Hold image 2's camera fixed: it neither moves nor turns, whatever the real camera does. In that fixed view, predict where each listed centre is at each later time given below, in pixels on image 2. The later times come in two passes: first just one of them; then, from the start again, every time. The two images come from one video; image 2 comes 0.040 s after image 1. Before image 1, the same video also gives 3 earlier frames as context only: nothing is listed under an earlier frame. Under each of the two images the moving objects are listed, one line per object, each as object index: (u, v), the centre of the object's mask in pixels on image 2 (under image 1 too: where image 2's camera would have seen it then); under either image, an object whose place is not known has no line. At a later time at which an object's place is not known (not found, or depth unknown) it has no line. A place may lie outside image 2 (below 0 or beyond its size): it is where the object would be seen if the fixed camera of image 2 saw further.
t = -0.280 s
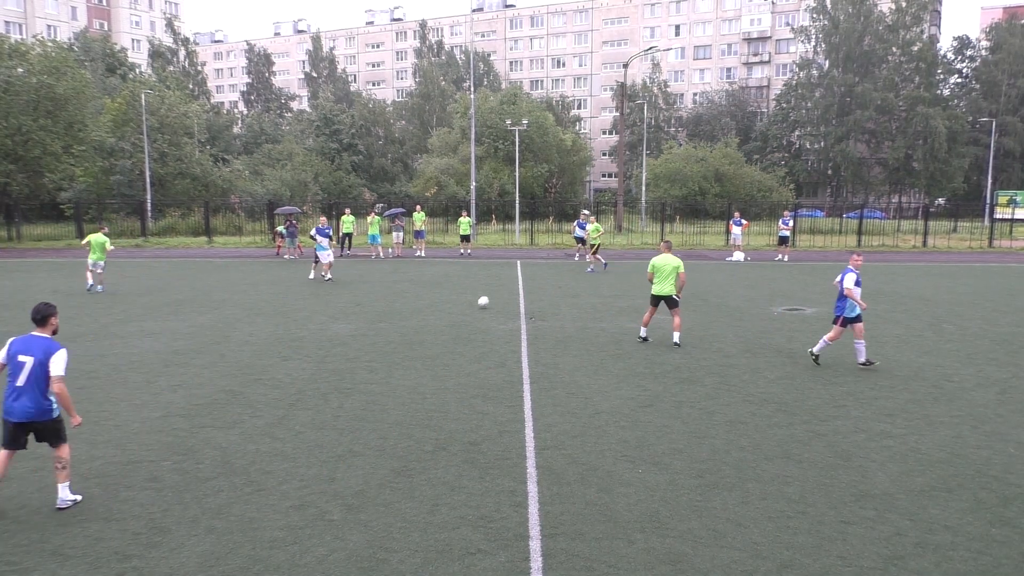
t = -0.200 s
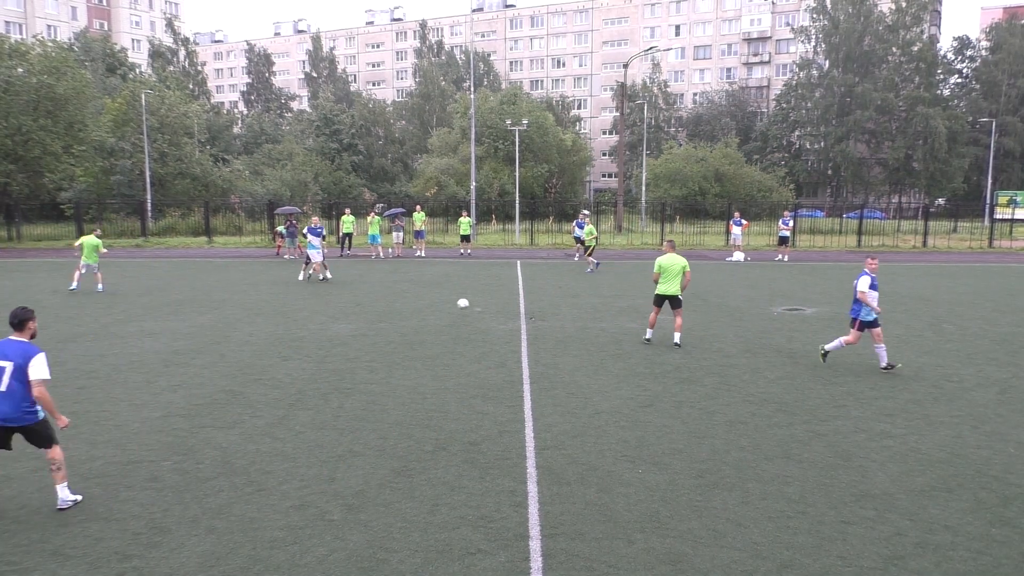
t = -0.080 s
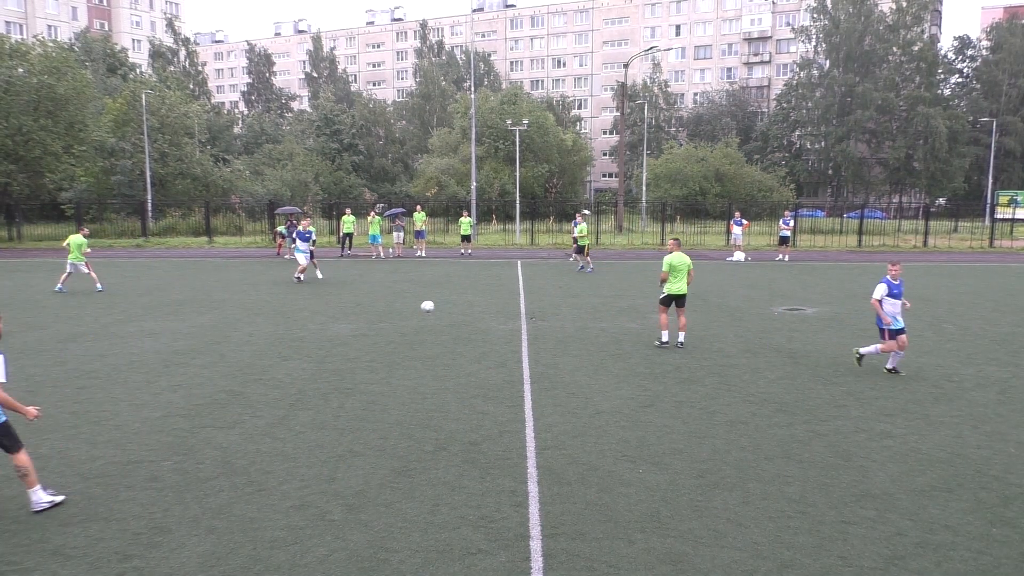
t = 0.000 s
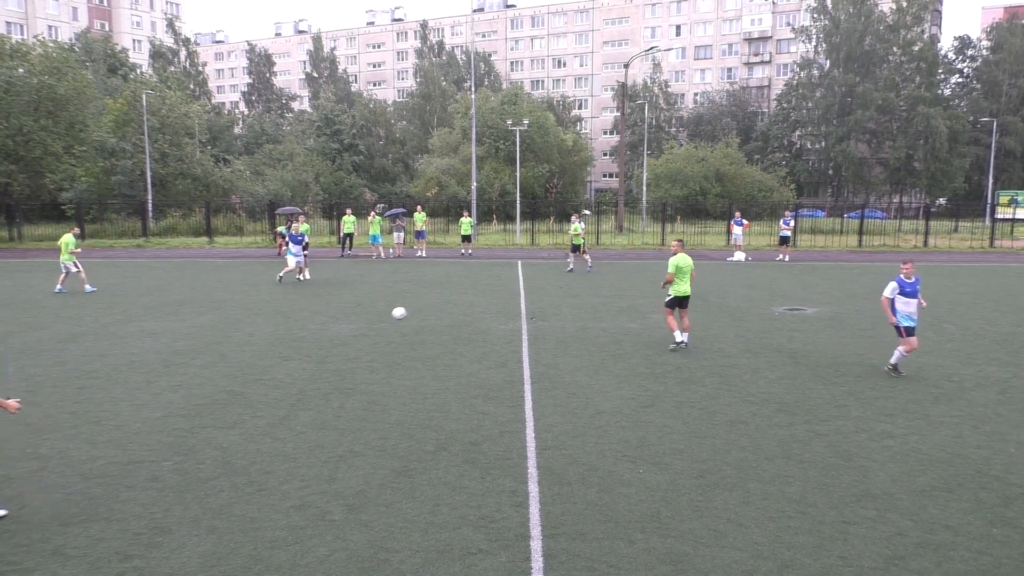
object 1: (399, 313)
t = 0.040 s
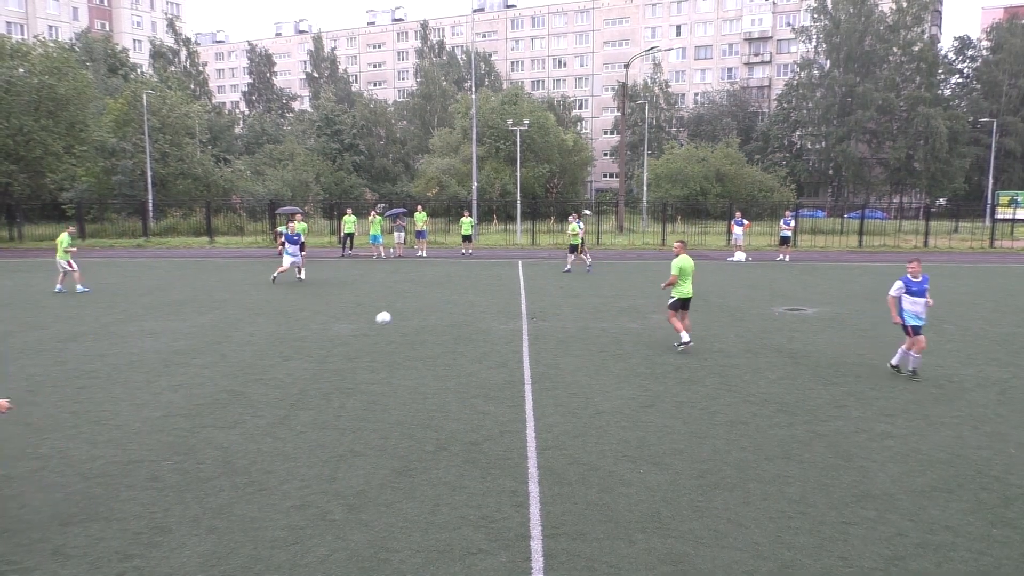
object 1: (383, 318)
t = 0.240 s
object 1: (281, 369)
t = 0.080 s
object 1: (366, 324)
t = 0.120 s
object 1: (347, 333)
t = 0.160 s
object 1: (326, 343)
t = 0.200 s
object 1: (305, 355)
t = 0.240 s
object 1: (281, 369)
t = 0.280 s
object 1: (255, 386)
